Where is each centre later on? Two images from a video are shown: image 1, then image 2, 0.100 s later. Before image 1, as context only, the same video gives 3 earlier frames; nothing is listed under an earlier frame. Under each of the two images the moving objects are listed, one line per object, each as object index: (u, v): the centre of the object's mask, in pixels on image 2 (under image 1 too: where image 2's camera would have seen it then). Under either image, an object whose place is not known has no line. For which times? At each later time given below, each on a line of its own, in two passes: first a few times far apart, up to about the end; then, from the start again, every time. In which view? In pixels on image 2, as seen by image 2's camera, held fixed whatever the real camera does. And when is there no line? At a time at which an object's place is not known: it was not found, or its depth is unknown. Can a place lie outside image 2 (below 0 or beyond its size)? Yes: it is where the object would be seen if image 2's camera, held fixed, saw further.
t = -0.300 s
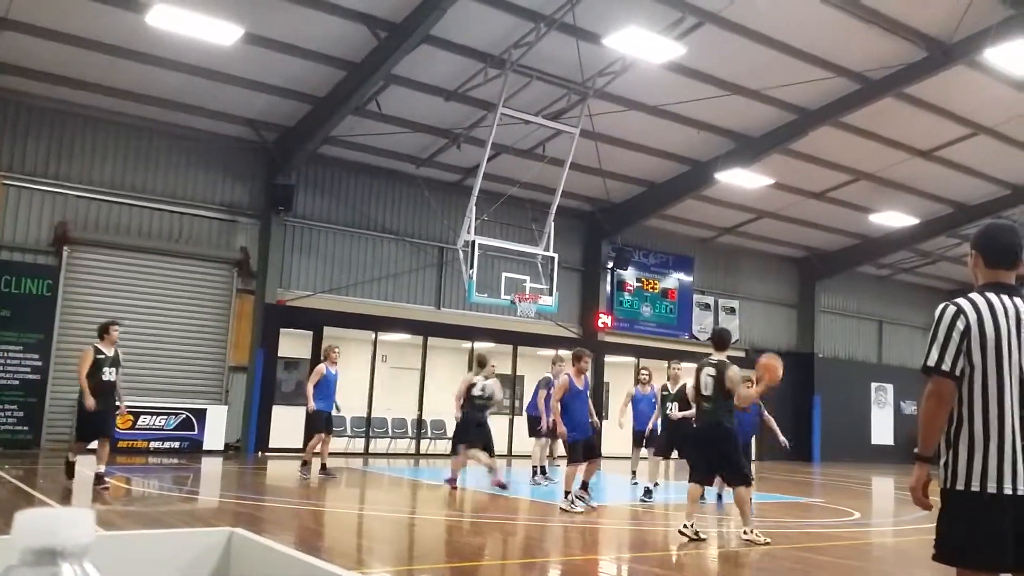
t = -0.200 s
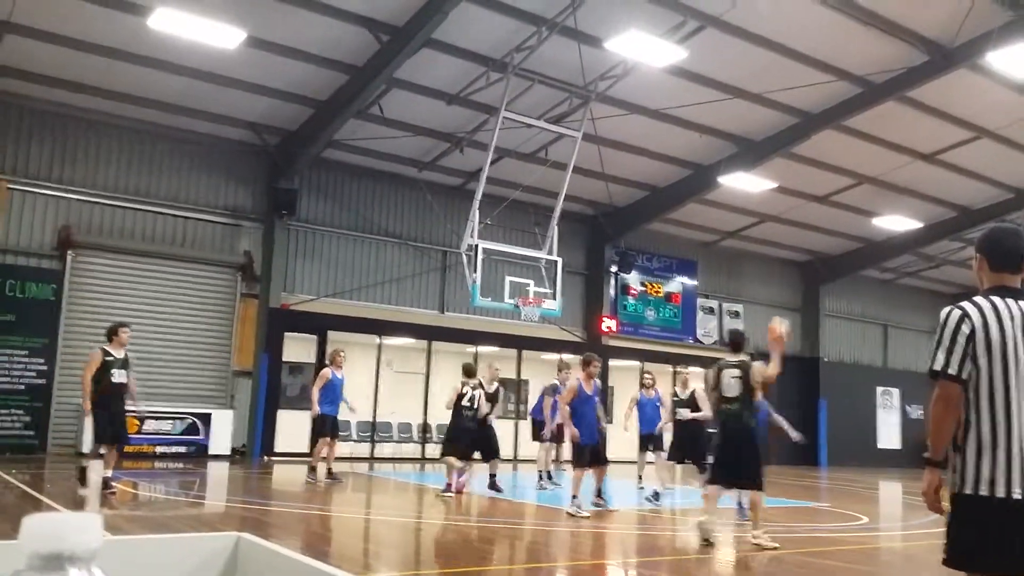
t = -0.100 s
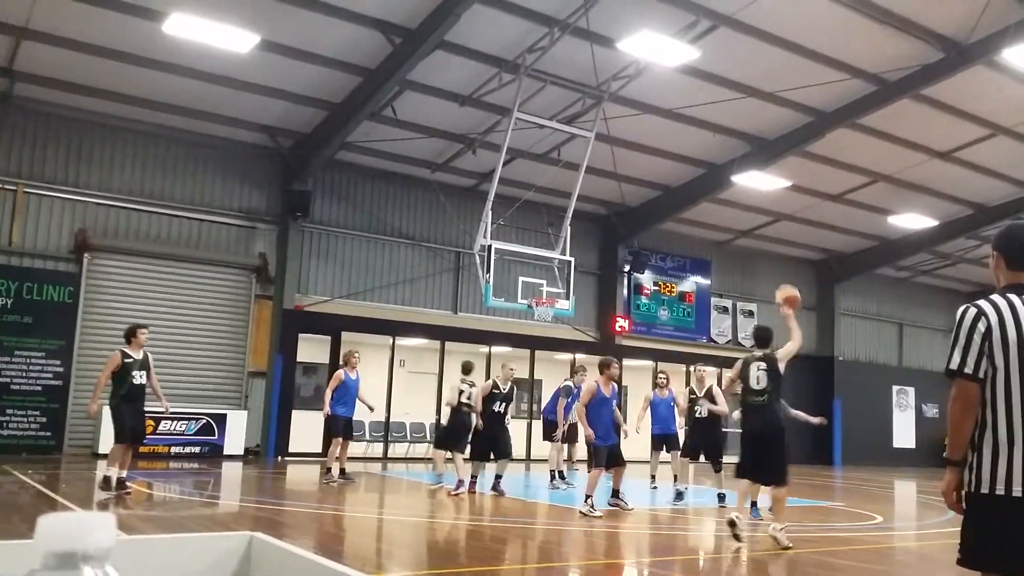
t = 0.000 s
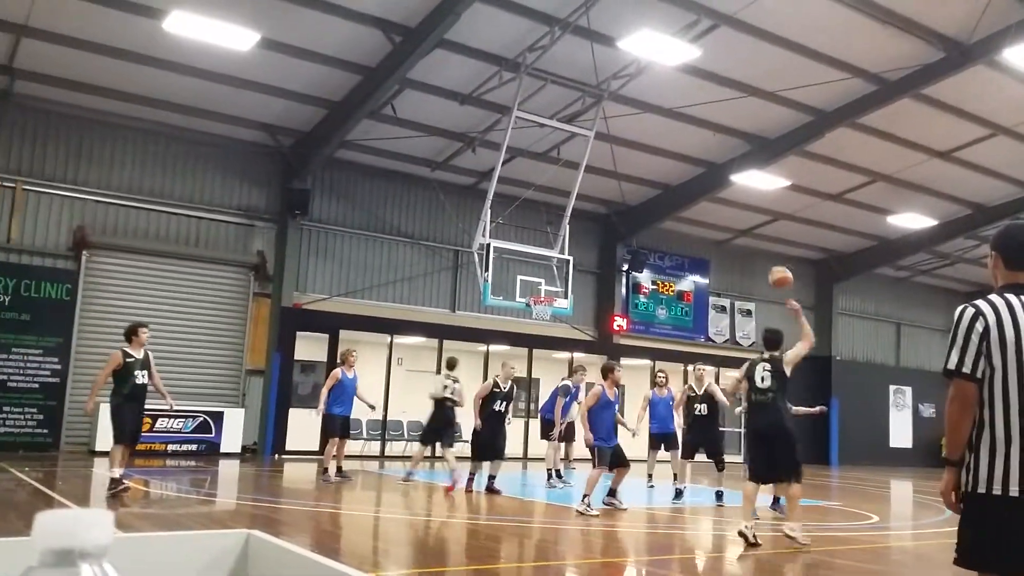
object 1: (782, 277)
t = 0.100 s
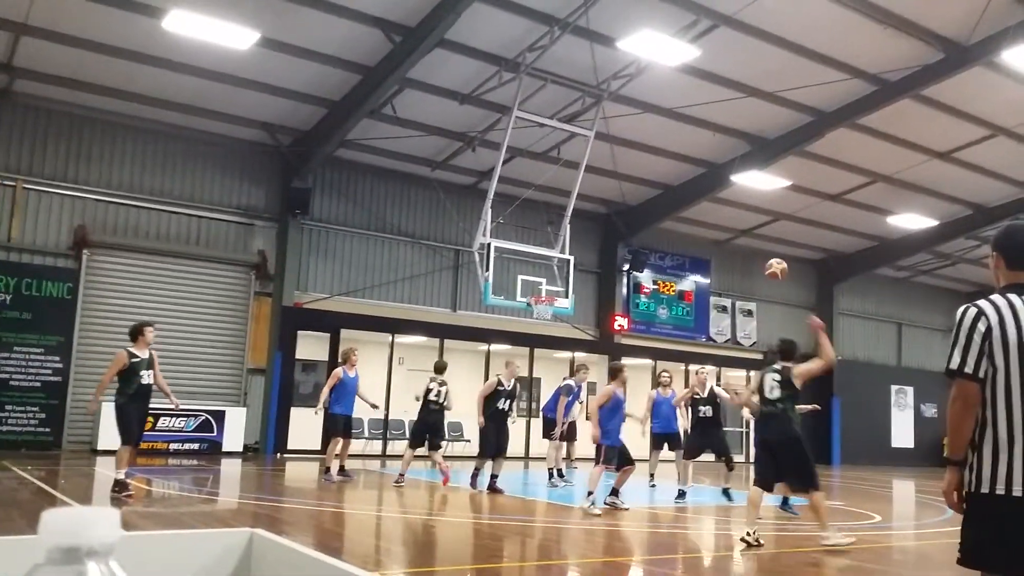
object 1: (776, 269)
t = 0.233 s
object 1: (771, 270)
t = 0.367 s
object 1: (766, 285)
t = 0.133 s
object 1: (775, 269)
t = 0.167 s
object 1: (774, 268)
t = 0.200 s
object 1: (772, 269)
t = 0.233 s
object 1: (771, 270)
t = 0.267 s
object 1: (769, 273)
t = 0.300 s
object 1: (768, 276)
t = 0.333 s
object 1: (767, 280)
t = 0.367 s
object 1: (766, 285)
